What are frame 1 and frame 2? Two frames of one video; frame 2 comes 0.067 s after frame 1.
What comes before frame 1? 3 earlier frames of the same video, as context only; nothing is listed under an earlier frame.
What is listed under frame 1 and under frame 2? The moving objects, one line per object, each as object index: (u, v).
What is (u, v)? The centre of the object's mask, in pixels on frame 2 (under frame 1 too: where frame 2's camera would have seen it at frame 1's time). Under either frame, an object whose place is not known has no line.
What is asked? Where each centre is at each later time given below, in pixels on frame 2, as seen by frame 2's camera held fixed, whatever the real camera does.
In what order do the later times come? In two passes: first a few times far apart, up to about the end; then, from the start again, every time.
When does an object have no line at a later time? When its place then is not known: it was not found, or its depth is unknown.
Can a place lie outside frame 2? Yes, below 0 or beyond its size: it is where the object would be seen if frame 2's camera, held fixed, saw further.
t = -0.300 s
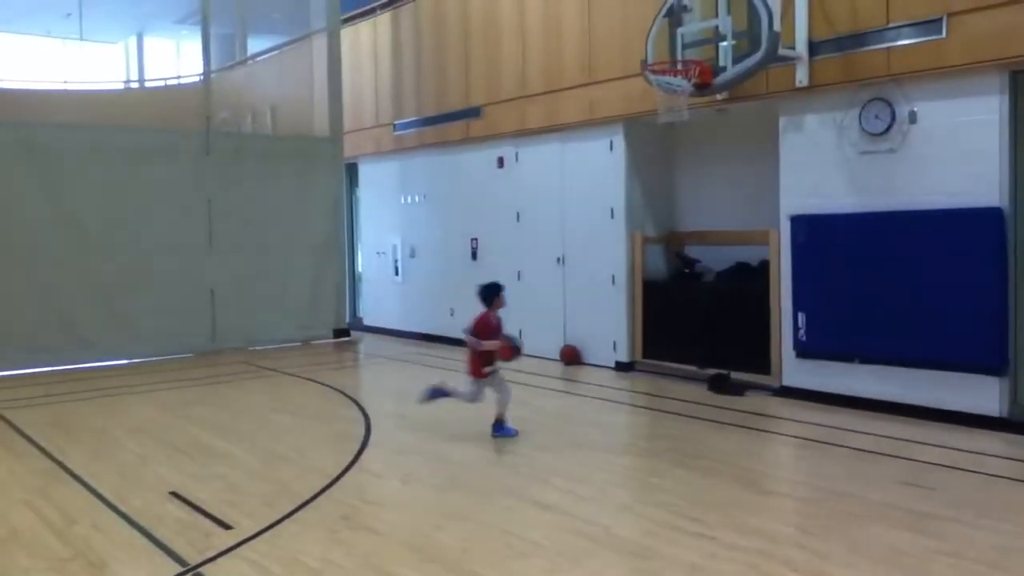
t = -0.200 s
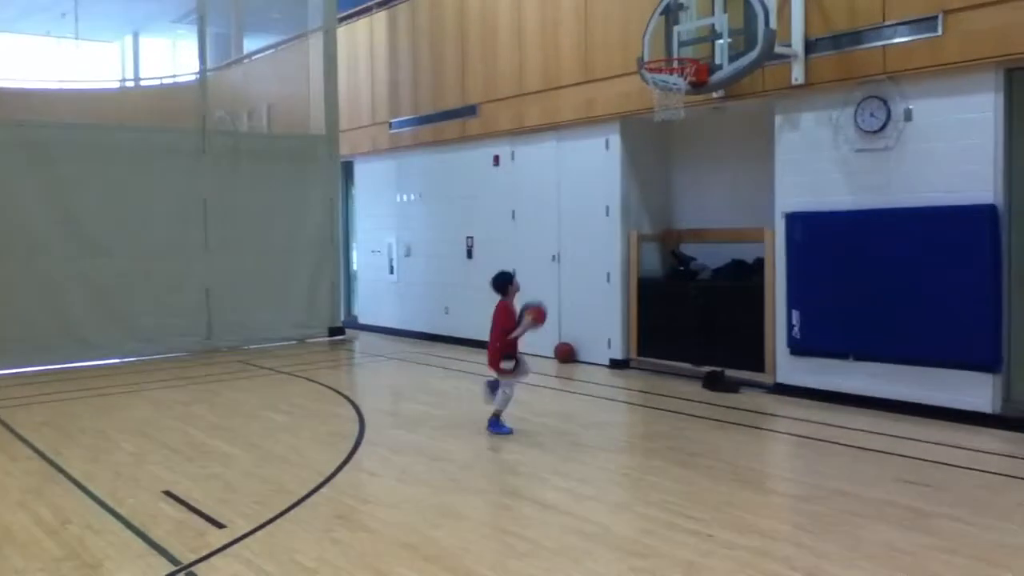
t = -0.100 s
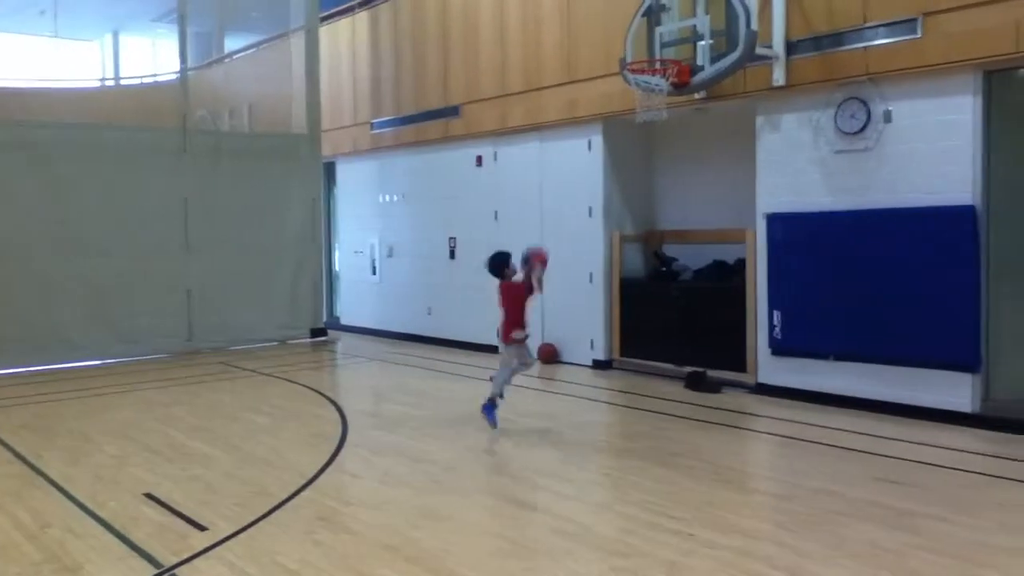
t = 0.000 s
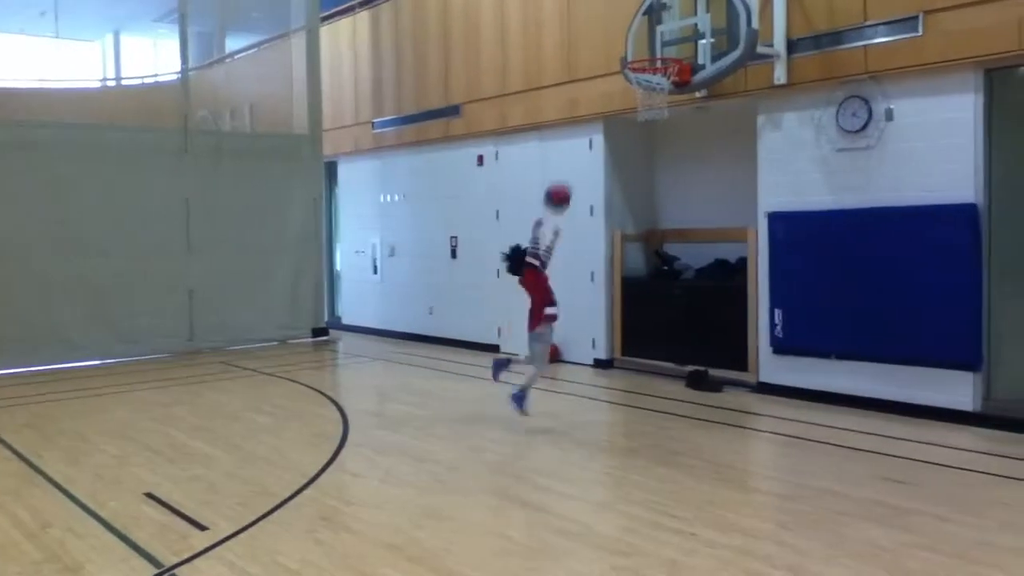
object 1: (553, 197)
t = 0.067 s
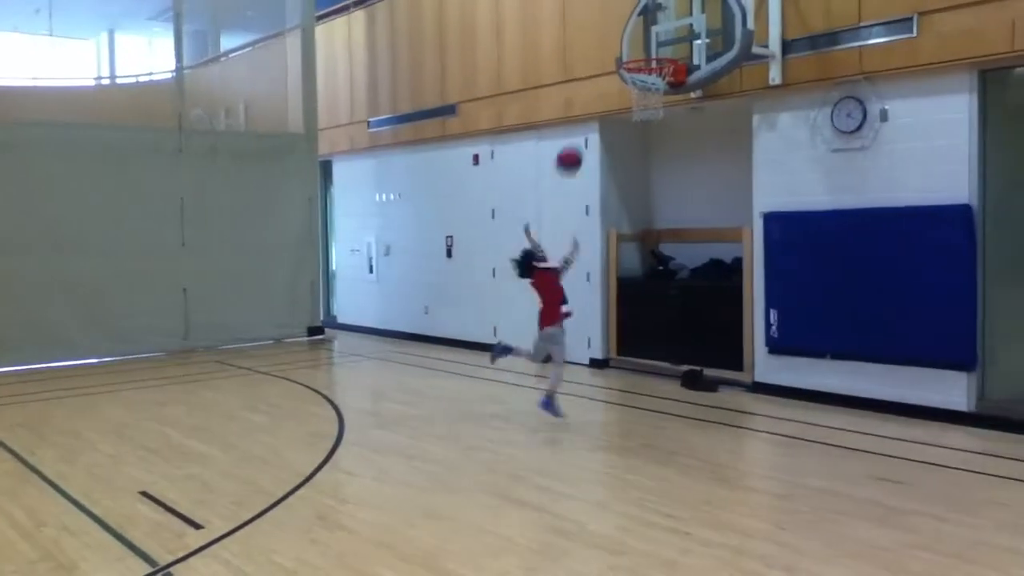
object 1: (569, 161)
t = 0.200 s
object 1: (599, 103)
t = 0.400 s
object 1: (636, 105)
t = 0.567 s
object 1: (660, 176)
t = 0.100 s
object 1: (577, 143)
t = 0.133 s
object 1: (584, 130)
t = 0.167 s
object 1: (591, 115)
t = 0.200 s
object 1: (599, 103)
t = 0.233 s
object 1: (607, 92)
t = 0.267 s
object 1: (614, 83)
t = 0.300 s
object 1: (620, 80)
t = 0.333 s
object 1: (624, 87)
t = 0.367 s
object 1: (631, 97)
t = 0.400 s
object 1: (636, 105)
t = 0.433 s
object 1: (642, 118)
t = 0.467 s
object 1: (646, 131)
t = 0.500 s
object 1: (650, 144)
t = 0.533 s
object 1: (655, 158)
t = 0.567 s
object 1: (660, 176)
